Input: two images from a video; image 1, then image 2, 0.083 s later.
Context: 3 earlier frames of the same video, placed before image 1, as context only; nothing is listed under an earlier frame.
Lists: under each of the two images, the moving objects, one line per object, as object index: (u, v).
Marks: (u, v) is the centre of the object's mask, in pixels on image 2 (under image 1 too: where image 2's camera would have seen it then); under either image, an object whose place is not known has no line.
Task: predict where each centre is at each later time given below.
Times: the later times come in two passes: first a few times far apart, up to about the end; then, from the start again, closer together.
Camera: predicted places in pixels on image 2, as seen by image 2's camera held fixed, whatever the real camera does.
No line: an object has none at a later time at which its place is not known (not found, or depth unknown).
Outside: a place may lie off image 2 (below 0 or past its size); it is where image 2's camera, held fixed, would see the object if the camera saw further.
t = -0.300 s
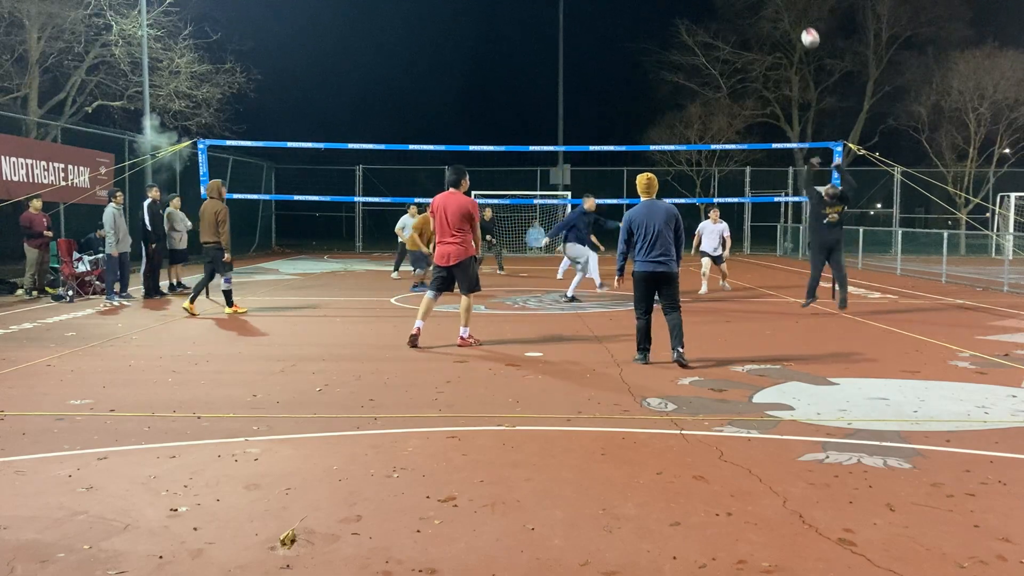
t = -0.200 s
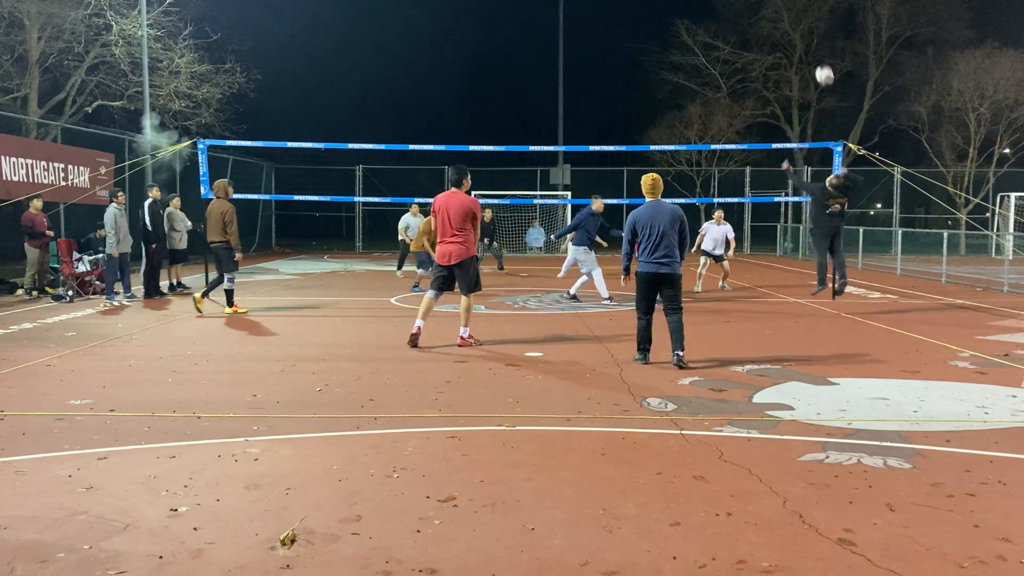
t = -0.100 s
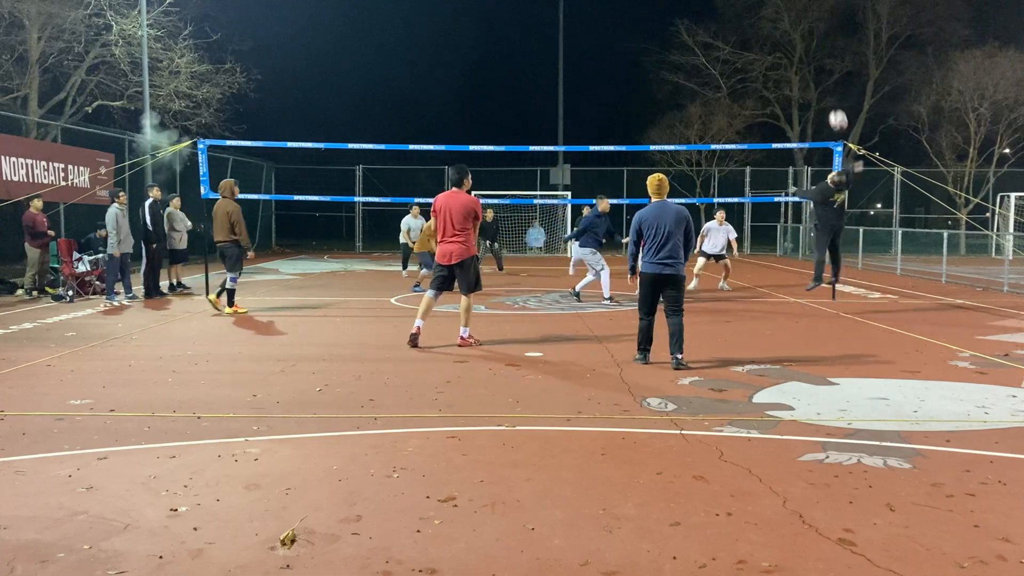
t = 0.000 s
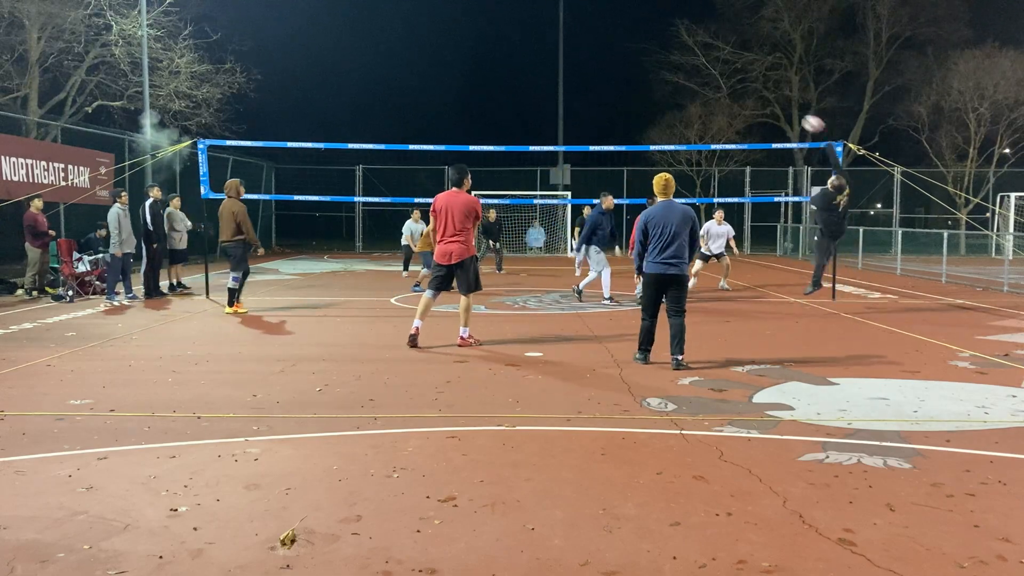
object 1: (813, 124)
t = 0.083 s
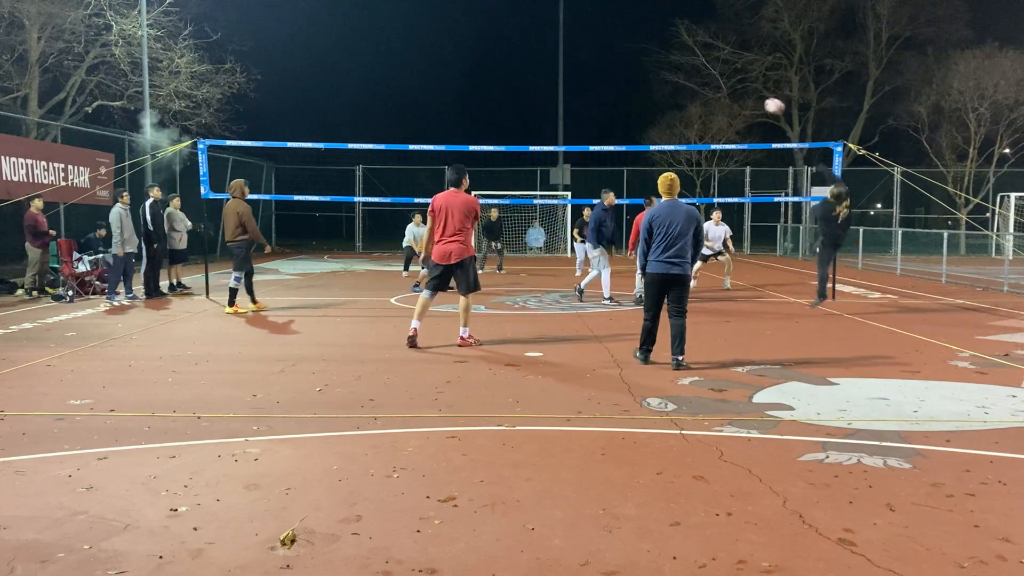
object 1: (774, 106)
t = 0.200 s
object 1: (728, 93)
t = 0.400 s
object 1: (665, 95)
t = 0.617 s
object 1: (612, 120)
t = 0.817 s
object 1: (575, 158)
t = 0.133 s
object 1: (753, 99)
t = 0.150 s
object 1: (746, 97)
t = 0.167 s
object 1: (740, 96)
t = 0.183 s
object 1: (734, 94)
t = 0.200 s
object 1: (728, 93)
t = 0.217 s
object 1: (722, 92)
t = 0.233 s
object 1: (716, 92)
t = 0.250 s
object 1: (710, 91)
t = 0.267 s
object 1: (705, 91)
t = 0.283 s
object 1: (699, 91)
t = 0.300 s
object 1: (694, 91)
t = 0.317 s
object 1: (689, 91)
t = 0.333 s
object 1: (683, 92)
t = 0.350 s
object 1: (678, 92)
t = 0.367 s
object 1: (674, 93)
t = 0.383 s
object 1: (669, 94)
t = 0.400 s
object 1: (665, 95)
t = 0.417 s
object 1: (660, 96)
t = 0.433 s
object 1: (655, 97)
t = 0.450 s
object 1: (651, 99)
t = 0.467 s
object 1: (647, 100)
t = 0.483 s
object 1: (643, 102)
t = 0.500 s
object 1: (639, 104)
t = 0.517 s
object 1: (635, 106)
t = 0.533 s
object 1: (631, 108)
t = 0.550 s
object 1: (627, 110)
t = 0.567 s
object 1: (623, 112)
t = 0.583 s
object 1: (619, 115)
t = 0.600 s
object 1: (616, 118)
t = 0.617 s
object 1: (612, 120)
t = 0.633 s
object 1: (609, 123)
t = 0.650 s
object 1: (606, 126)
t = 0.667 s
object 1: (602, 129)
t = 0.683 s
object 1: (599, 131)
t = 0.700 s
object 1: (596, 135)
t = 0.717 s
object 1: (593, 138)
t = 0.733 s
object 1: (590, 140)
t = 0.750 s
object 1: (587, 142)
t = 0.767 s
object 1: (584, 144)
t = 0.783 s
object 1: (580, 154)
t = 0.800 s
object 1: (577, 156)
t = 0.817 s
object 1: (575, 158)
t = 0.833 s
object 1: (572, 162)
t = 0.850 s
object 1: (569, 166)
